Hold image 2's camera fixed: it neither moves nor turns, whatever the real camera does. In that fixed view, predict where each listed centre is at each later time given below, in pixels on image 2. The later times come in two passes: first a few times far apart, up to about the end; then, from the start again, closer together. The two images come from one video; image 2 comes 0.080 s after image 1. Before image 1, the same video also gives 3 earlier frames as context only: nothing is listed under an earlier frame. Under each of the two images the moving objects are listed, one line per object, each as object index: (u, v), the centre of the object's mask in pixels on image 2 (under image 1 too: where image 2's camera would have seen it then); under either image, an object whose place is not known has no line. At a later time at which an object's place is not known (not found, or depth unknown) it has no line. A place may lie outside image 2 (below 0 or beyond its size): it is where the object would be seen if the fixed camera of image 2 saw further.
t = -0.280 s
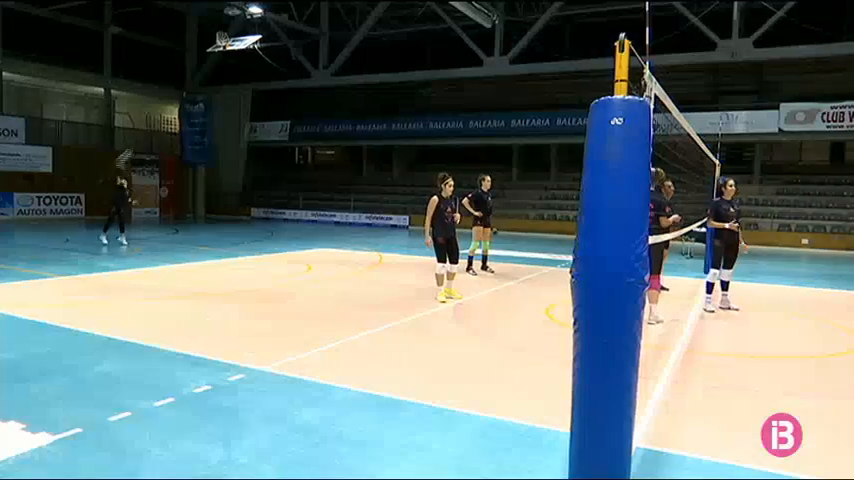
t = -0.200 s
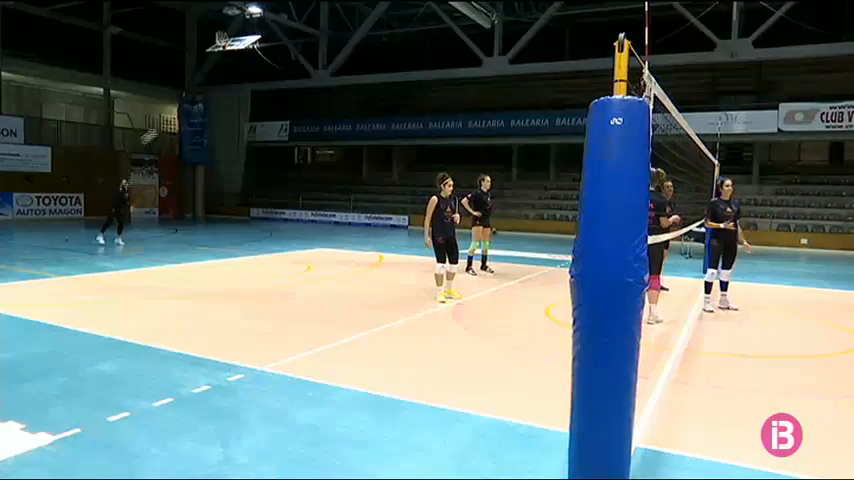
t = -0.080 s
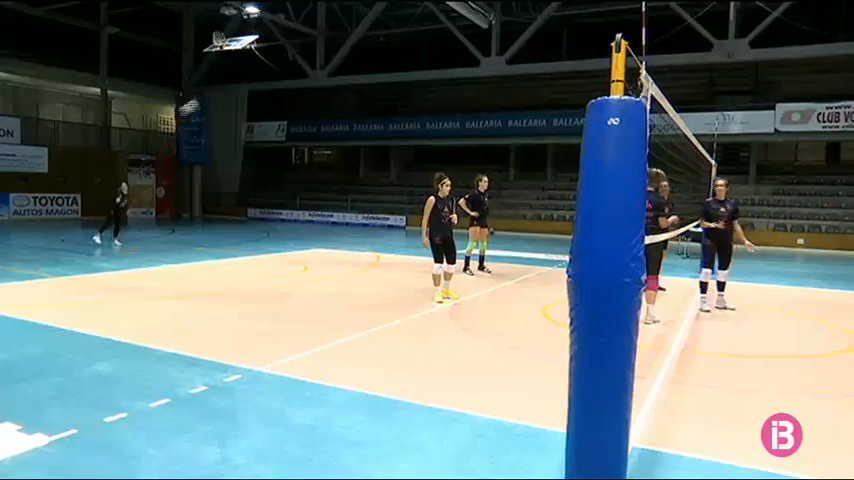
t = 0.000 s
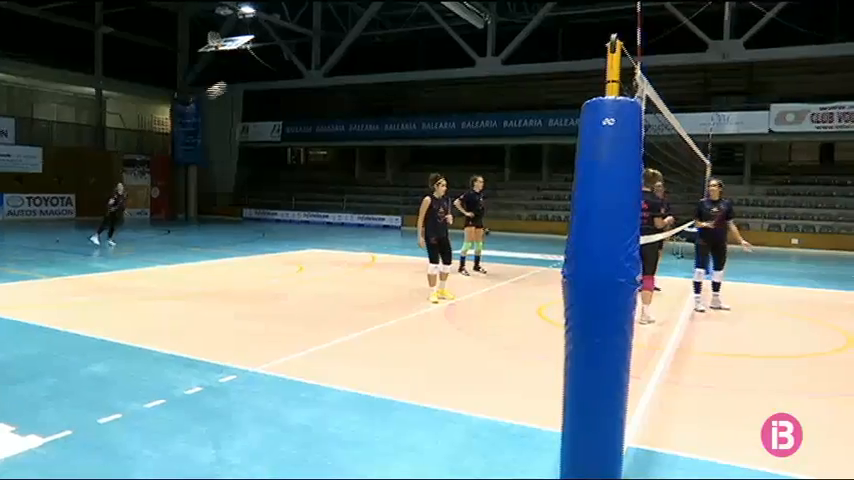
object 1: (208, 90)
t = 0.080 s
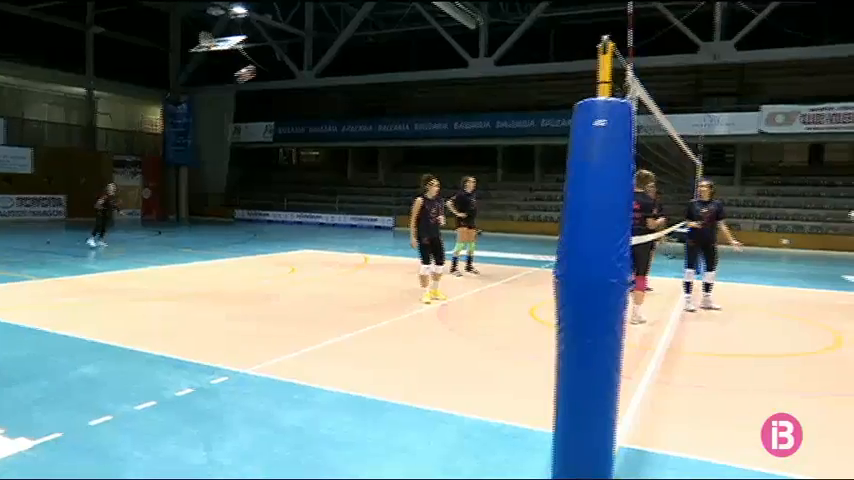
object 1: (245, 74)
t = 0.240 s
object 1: (333, 44)
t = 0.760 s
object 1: (931, 74)
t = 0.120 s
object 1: (265, 66)
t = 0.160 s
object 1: (287, 58)
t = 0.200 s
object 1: (309, 51)
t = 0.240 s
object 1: (333, 44)
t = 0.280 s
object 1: (360, 38)
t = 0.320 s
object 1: (388, 33)
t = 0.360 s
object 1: (418, 29)
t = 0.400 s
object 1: (452, 25)
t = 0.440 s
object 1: (488, 23)
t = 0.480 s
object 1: (527, 22)
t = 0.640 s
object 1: (724, 36)
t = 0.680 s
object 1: (786, 46)
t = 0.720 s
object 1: (855, 59)
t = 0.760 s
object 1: (931, 74)
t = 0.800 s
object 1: (1010, 89)
